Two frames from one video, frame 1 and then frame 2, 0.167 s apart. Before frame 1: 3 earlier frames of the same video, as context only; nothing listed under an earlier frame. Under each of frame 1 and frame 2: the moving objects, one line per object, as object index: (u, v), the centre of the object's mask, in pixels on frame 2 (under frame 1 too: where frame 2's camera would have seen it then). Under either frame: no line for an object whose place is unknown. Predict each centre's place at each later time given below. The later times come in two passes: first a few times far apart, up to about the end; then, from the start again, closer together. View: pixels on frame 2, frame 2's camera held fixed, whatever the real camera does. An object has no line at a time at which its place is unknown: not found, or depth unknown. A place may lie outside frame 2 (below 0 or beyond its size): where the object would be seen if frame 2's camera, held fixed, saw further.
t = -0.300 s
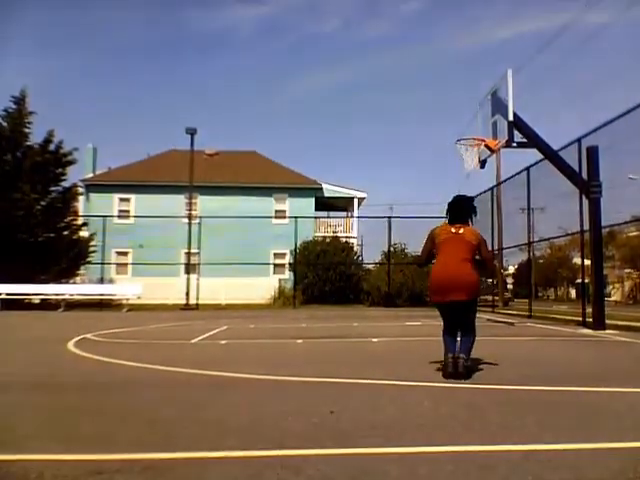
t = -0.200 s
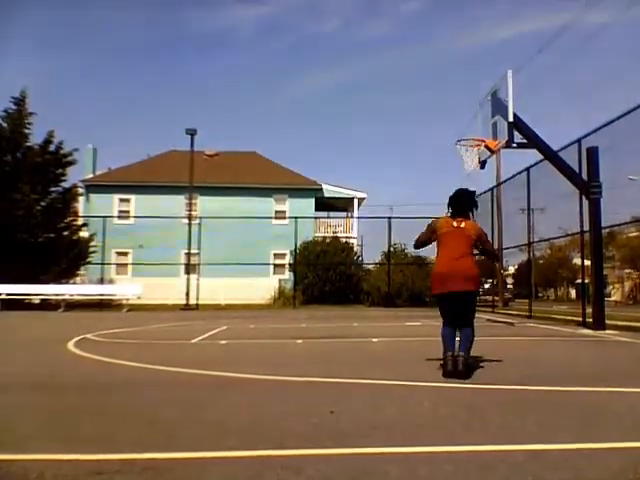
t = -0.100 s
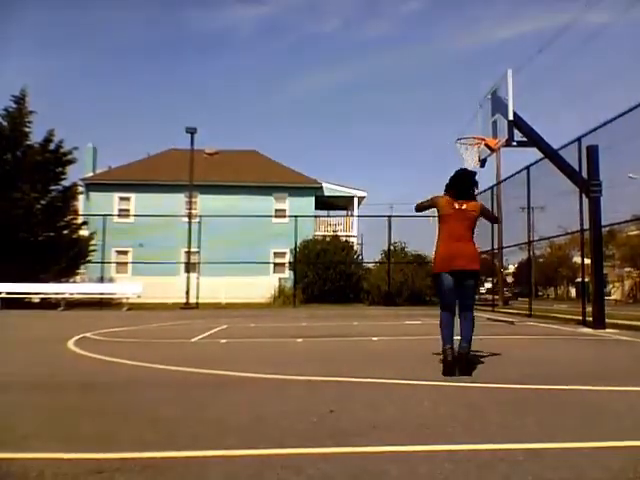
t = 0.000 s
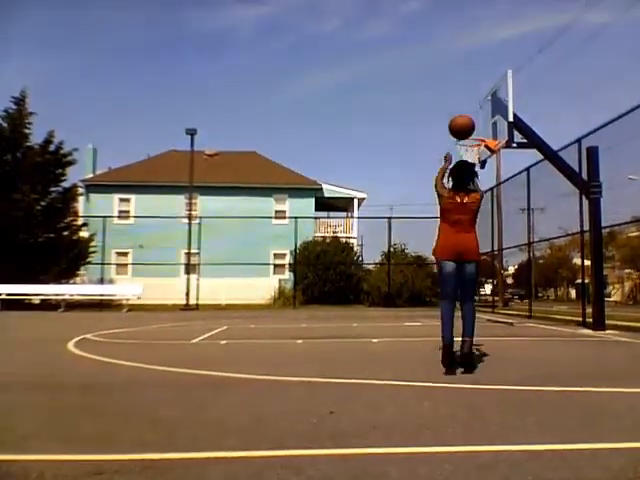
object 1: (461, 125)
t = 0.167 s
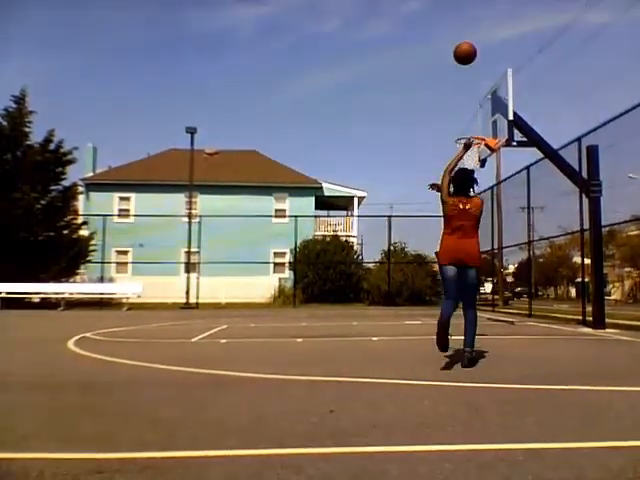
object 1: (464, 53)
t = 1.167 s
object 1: (474, 138)
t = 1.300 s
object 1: (473, 155)
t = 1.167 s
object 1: (474, 138)
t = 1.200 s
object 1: (475, 143)
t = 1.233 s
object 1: (475, 148)
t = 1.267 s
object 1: (474, 150)
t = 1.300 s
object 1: (473, 155)
